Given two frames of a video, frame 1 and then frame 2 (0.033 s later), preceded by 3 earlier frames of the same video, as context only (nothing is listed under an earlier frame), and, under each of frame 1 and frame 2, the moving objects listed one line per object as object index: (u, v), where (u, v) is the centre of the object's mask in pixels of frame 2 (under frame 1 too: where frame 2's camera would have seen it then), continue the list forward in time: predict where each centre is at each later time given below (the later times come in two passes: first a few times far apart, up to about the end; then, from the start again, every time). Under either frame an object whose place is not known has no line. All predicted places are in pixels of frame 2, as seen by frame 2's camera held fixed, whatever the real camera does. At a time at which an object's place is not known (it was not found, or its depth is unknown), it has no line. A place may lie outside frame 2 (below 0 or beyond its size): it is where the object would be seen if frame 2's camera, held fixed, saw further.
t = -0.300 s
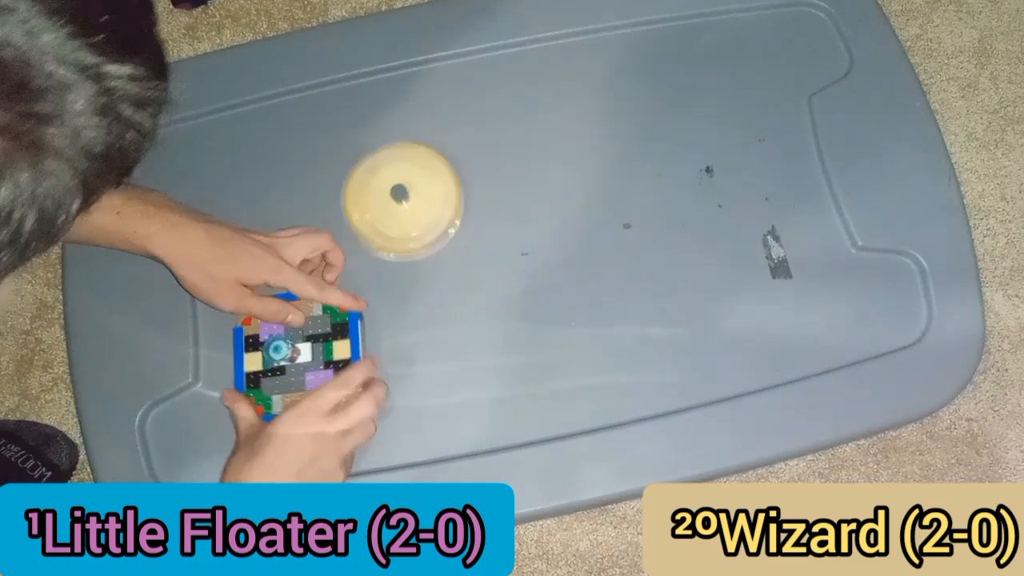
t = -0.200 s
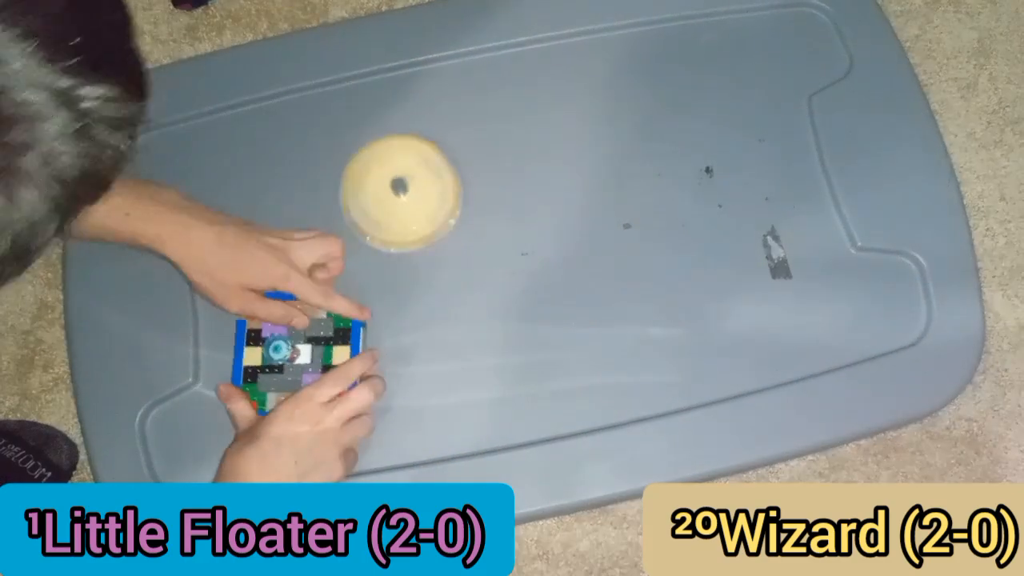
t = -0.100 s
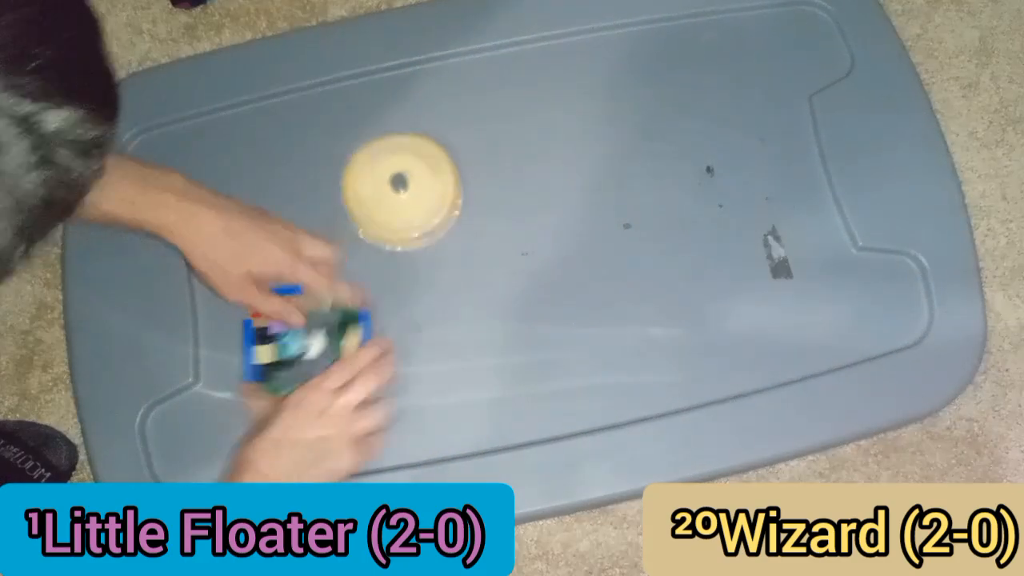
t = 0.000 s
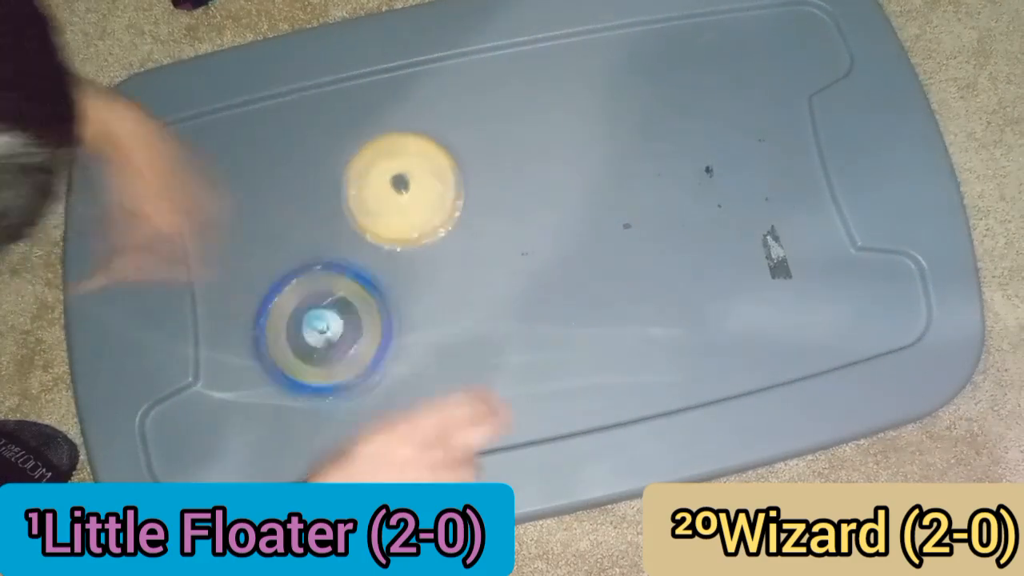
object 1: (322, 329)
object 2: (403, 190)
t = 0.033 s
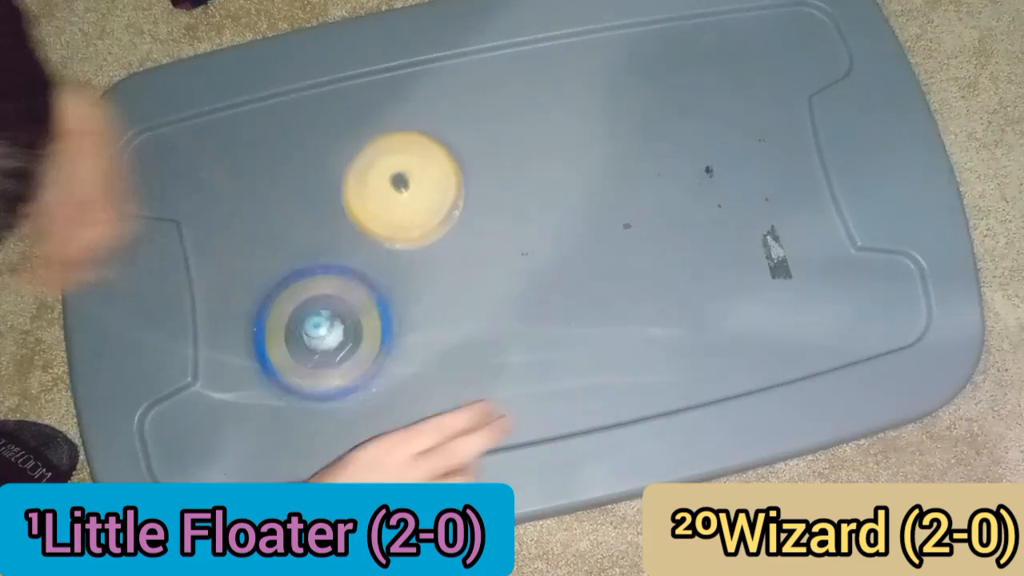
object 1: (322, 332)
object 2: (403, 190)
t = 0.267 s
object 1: (314, 349)
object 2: (409, 187)
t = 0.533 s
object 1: (302, 361)
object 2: (410, 186)
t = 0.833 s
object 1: (288, 375)
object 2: (410, 186)
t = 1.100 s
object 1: (276, 393)
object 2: (412, 186)
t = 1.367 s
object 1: (255, 397)
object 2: (412, 186)
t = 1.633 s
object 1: (287, 371)
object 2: (414, 184)
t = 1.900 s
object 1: (306, 387)
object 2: (420, 183)
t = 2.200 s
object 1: (327, 398)
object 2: (425, 184)
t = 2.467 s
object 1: (346, 404)
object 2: (430, 189)
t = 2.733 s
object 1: (372, 379)
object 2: (426, 197)
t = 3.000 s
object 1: (395, 383)
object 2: (421, 192)
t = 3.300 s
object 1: (418, 386)
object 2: (421, 192)
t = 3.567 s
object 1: (439, 380)
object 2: (424, 191)
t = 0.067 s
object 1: (323, 338)
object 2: (404, 189)
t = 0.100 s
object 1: (326, 344)
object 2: (405, 187)
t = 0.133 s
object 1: (323, 344)
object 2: (407, 187)
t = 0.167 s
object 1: (322, 345)
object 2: (409, 186)
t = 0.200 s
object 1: (318, 347)
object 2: (410, 187)
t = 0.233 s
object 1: (315, 348)
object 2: (409, 187)
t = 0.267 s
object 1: (314, 349)
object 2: (409, 187)
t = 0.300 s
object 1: (312, 350)
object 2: (409, 187)
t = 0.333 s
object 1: (311, 352)
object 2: (410, 187)
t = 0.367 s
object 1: (309, 353)
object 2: (409, 187)
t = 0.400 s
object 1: (308, 355)
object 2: (409, 187)
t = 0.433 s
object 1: (307, 357)
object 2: (411, 186)
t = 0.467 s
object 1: (305, 357)
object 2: (410, 187)
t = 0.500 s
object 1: (304, 359)
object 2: (409, 187)
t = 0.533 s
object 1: (302, 361)
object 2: (410, 186)
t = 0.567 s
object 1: (301, 362)
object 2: (411, 187)
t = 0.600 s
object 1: (300, 364)
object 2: (410, 187)
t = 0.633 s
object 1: (299, 365)
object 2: (410, 186)
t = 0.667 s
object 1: (297, 367)
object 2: (411, 186)
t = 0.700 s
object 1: (295, 370)
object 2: (411, 187)
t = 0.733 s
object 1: (294, 370)
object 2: (410, 186)
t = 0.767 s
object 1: (292, 372)
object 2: (411, 186)
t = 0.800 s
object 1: (291, 375)
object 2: (411, 187)
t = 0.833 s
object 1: (288, 375)
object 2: (410, 186)
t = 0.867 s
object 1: (288, 377)
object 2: (411, 185)
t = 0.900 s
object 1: (287, 380)
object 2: (411, 187)
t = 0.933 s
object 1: (284, 382)
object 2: (410, 186)
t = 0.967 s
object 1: (282, 384)
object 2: (411, 185)
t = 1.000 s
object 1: (281, 386)
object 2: (412, 186)
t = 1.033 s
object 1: (278, 389)
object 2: (410, 185)
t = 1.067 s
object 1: (277, 390)
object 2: (412, 185)
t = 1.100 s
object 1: (276, 393)
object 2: (412, 186)
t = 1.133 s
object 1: (273, 395)
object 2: (411, 185)
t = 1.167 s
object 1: (271, 397)
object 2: (413, 186)
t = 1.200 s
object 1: (270, 399)
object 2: (412, 186)
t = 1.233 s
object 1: (267, 402)
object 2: (412, 184)
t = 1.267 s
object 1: (265, 404)
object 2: (413, 186)
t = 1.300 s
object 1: (263, 406)
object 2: (411, 185)
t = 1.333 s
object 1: (260, 407)
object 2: (413, 185)
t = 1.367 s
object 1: (255, 397)
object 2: (412, 186)
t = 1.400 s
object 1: (256, 386)
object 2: (412, 184)
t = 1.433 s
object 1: (260, 377)
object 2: (414, 189)
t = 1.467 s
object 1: (264, 369)
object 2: (413, 185)
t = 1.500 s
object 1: (269, 368)
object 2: (415, 184)
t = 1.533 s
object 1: (276, 368)
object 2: (414, 186)
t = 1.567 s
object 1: (279, 369)
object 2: (414, 184)
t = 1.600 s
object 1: (283, 370)
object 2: (416, 185)
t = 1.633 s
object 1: (287, 371)
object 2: (414, 184)
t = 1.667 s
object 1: (290, 372)
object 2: (417, 183)
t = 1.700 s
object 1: (292, 377)
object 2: (416, 184)
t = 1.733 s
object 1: (295, 378)
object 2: (417, 182)
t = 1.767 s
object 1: (298, 380)
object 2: (418, 185)
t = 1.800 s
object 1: (300, 382)
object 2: (417, 182)
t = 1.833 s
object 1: (302, 384)
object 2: (419, 184)
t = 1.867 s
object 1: (304, 385)
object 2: (417, 183)
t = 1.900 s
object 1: (306, 387)
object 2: (420, 183)
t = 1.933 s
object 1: (308, 389)
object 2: (419, 183)
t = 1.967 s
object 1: (310, 391)
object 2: (421, 183)
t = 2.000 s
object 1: (312, 392)
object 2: (420, 184)
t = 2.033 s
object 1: (314, 392)
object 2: (421, 182)
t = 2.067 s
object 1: (317, 395)
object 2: (422, 184)
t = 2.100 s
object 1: (318, 396)
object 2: (422, 182)
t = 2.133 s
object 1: (322, 397)
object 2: (424, 184)
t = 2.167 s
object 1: (323, 397)
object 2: (423, 182)
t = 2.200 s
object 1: (327, 398)
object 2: (425, 184)
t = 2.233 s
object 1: (328, 400)
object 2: (425, 183)
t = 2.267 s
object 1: (331, 400)
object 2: (426, 184)
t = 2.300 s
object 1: (333, 402)
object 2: (426, 183)
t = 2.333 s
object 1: (336, 403)
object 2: (428, 184)
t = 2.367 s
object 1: (339, 404)
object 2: (427, 185)
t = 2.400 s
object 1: (340, 405)
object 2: (430, 185)
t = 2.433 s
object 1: (344, 404)
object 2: (428, 188)
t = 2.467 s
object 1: (346, 404)
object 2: (430, 189)
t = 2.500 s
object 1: (348, 400)
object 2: (429, 191)
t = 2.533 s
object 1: (350, 389)
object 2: (430, 191)
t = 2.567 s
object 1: (355, 383)
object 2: (428, 192)
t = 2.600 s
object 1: (359, 380)
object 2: (429, 194)
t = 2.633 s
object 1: (364, 378)
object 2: (428, 195)
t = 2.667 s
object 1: (365, 379)
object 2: (428, 196)
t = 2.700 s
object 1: (371, 378)
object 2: (426, 196)
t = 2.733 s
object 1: (372, 379)
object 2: (426, 197)
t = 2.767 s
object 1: (376, 379)
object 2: (425, 196)
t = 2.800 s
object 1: (378, 382)
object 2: (424, 197)
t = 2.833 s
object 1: (382, 381)
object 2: (424, 195)
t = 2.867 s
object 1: (384, 383)
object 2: (422, 196)
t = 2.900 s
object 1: (387, 382)
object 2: (423, 194)
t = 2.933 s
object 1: (389, 384)
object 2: (421, 194)
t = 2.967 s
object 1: (393, 383)
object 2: (423, 193)
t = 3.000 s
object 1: (395, 383)
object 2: (421, 192)
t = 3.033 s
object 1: (398, 384)
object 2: (423, 192)
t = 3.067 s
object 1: (399, 386)
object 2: (421, 191)
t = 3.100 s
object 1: (404, 385)
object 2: (423, 192)
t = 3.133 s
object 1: (405, 386)
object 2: (422, 191)
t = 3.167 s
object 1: (409, 386)
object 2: (422, 192)
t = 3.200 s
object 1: (411, 386)
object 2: (423, 191)
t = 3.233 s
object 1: (414, 386)
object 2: (421, 192)
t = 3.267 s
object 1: (415, 385)
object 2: (424, 190)
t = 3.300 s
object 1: (418, 386)
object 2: (421, 192)
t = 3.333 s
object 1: (421, 385)
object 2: (424, 192)
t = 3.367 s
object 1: (424, 385)
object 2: (421, 191)
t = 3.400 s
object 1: (426, 384)
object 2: (424, 192)
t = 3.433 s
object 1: (429, 384)
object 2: (422, 191)
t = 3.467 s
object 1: (431, 382)
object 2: (422, 193)
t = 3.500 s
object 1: (434, 382)
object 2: (423, 191)
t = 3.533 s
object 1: (437, 380)
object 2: (421, 192)
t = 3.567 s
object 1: (439, 380)
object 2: (424, 191)
